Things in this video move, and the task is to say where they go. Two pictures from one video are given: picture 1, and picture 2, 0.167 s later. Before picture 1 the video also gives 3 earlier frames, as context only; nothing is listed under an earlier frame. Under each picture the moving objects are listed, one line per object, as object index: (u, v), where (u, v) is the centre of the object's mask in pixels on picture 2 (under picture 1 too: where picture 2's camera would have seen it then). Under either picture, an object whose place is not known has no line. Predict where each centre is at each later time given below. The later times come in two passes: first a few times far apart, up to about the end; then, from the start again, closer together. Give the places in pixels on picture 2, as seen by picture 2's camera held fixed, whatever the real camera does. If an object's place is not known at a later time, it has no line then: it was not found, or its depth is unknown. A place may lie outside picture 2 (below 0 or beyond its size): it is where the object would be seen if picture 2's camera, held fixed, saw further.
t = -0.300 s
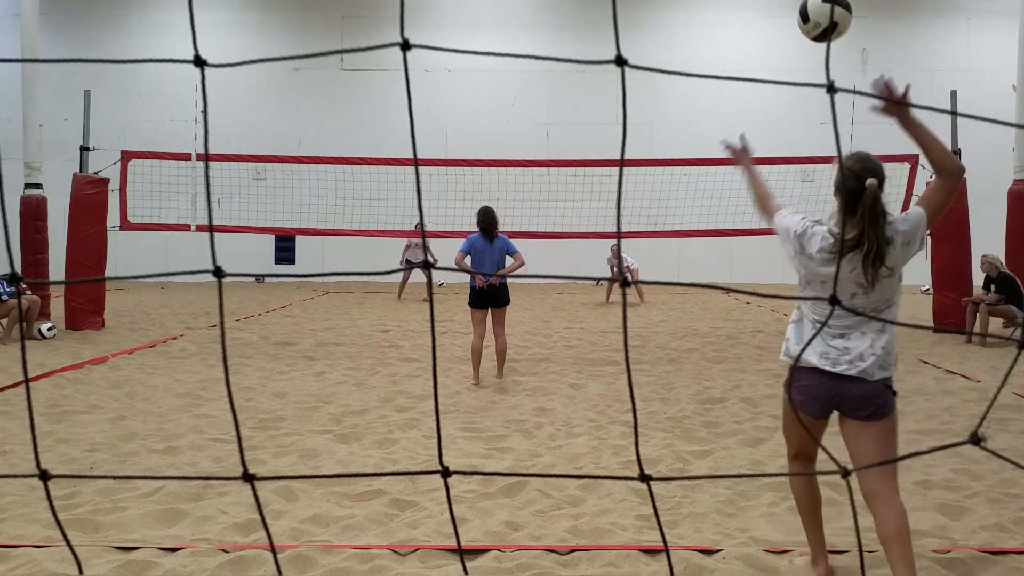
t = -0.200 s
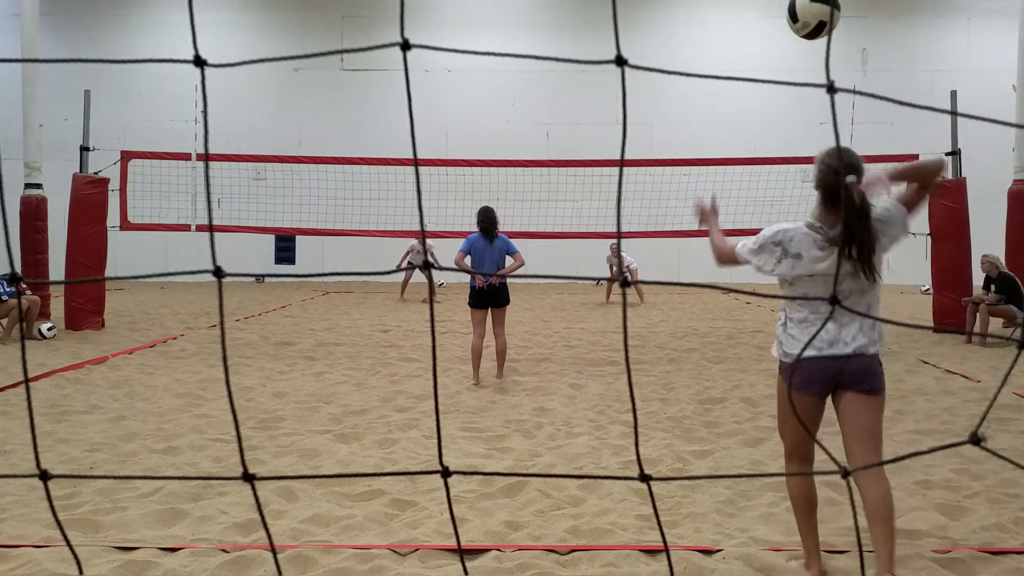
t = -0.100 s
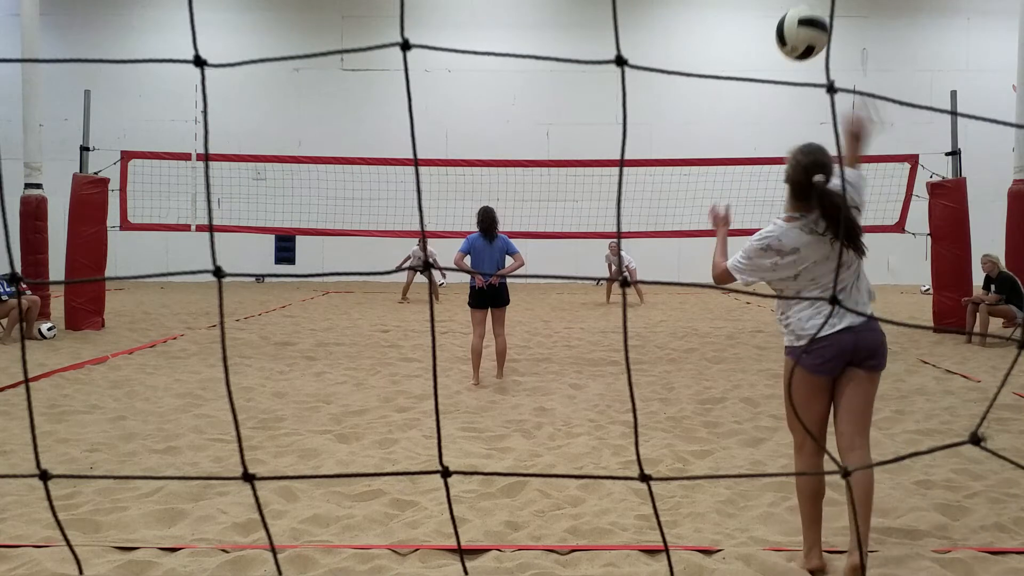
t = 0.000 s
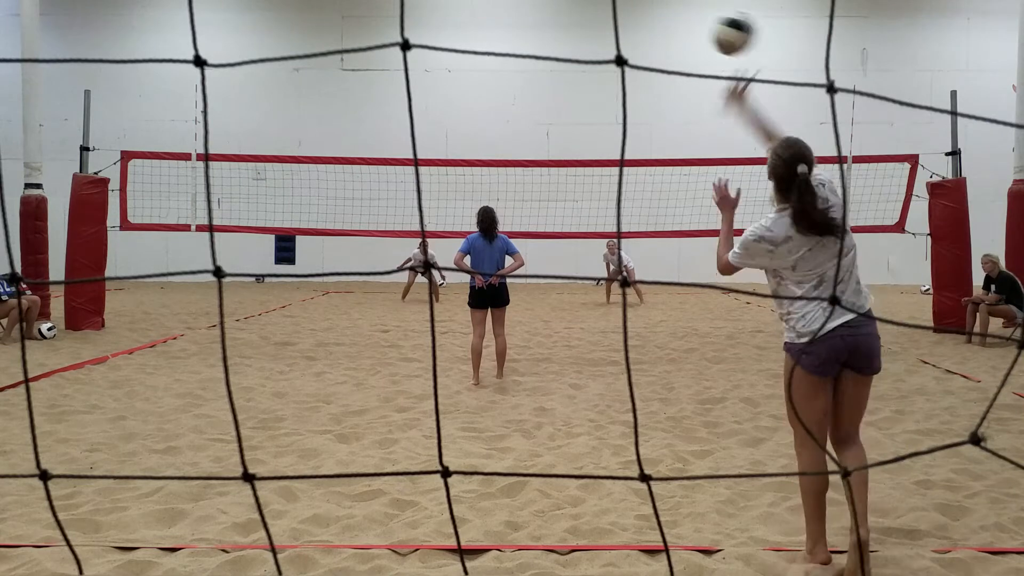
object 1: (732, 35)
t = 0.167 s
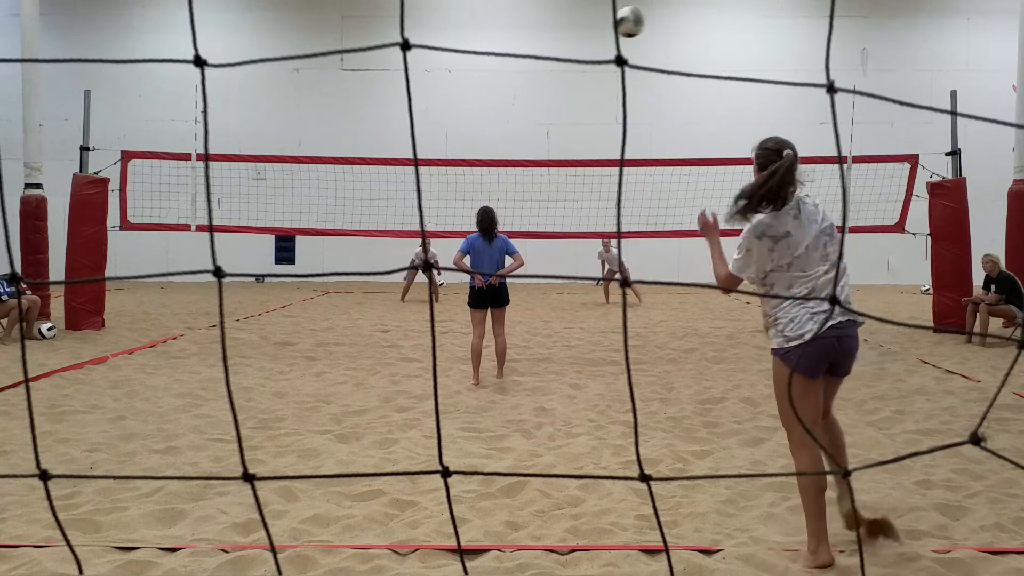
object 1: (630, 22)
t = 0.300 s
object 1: (584, 37)
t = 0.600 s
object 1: (533, 103)
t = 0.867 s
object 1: (512, 185)
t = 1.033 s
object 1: (505, 242)
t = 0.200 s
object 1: (616, 26)
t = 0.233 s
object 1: (603, 29)
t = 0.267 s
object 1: (594, 32)
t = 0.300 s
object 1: (584, 37)
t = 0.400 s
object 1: (561, 55)
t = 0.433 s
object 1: (554, 63)
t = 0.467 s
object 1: (549, 71)
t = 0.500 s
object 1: (545, 79)
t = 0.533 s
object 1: (541, 86)
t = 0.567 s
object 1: (537, 94)
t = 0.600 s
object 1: (533, 103)
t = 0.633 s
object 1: (530, 113)
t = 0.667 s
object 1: (526, 123)
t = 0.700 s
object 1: (523, 133)
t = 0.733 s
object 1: (520, 143)
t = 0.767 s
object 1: (518, 153)
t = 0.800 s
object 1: (515, 157)
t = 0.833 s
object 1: (514, 174)
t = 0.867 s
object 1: (512, 185)
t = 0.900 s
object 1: (510, 196)
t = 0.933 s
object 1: (508, 207)
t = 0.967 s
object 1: (507, 218)
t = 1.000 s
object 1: (506, 227)
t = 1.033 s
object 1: (505, 242)
